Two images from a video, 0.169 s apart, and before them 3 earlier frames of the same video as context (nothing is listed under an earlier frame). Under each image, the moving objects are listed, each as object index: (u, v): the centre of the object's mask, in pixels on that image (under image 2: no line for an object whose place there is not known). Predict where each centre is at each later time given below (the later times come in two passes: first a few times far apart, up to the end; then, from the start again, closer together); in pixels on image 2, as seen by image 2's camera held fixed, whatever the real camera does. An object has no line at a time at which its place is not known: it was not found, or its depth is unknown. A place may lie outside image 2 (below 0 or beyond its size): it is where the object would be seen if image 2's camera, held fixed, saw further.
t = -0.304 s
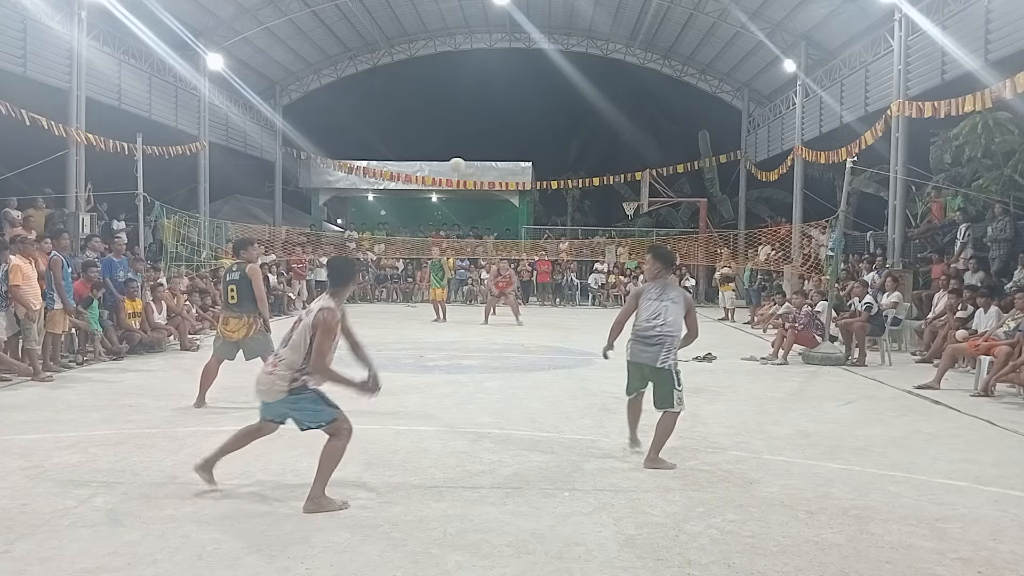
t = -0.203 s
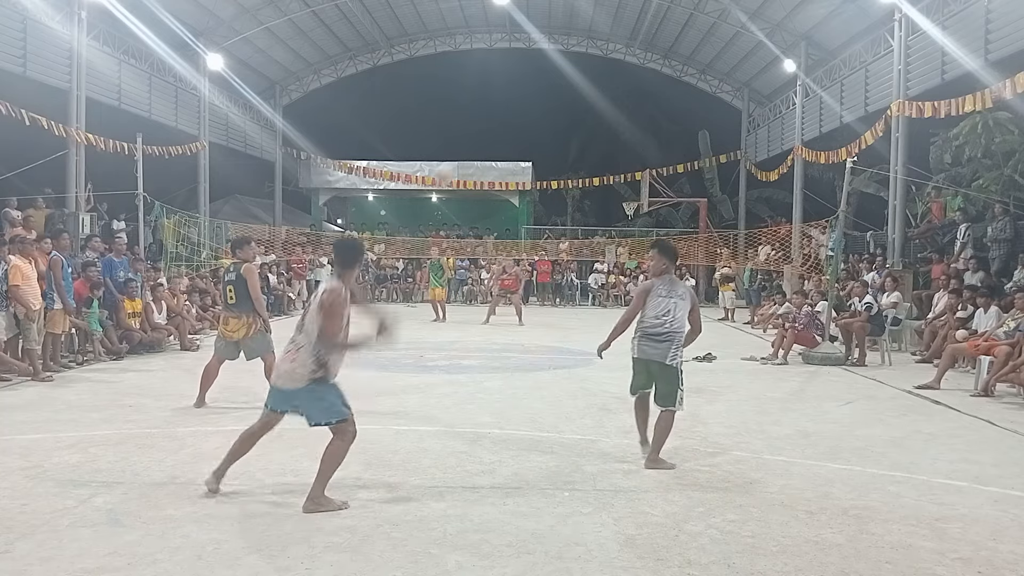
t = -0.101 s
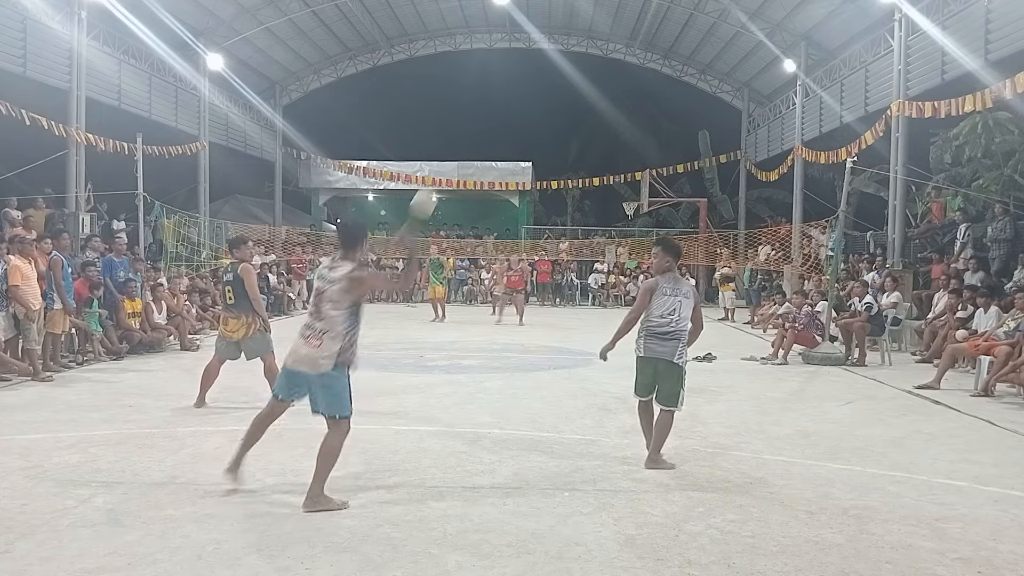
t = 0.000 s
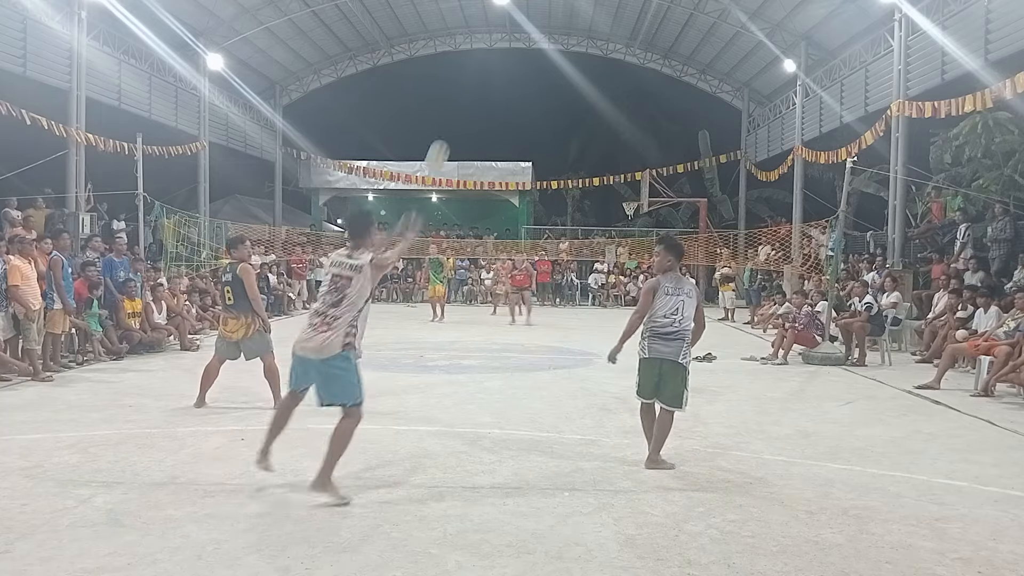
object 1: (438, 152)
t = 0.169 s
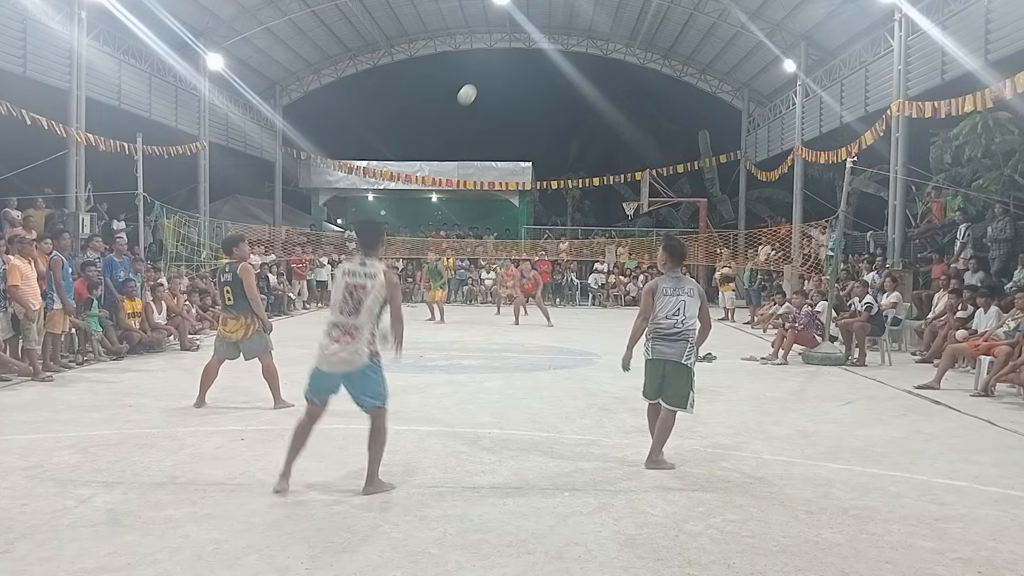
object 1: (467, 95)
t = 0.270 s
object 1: (480, 83)
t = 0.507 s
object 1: (500, 91)
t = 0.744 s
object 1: (512, 127)
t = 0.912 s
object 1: (518, 159)
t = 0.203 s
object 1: (471, 89)
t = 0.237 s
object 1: (476, 86)
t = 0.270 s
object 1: (480, 83)
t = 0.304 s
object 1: (484, 81)
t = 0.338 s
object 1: (487, 81)
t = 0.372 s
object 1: (490, 82)
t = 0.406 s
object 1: (493, 83)
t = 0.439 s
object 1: (496, 85)
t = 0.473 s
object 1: (498, 88)
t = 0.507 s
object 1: (500, 91)
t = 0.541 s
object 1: (503, 95)
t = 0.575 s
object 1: (504, 99)
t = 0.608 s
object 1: (506, 104)
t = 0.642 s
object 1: (508, 109)
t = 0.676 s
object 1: (509, 115)
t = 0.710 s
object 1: (511, 121)
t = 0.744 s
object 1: (512, 127)
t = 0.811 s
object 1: (515, 140)
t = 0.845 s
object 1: (516, 147)
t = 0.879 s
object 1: (517, 154)
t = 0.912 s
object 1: (518, 159)
